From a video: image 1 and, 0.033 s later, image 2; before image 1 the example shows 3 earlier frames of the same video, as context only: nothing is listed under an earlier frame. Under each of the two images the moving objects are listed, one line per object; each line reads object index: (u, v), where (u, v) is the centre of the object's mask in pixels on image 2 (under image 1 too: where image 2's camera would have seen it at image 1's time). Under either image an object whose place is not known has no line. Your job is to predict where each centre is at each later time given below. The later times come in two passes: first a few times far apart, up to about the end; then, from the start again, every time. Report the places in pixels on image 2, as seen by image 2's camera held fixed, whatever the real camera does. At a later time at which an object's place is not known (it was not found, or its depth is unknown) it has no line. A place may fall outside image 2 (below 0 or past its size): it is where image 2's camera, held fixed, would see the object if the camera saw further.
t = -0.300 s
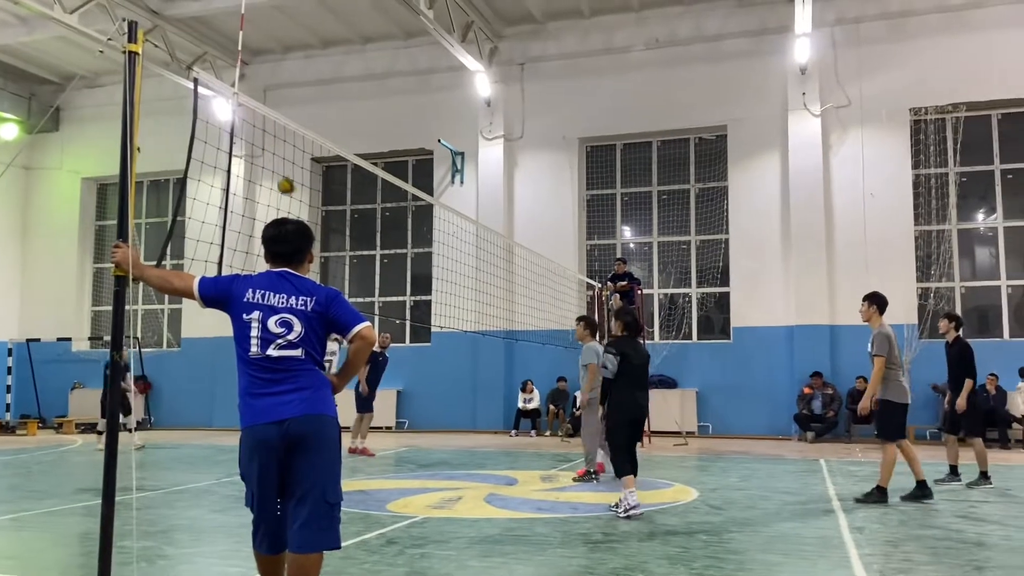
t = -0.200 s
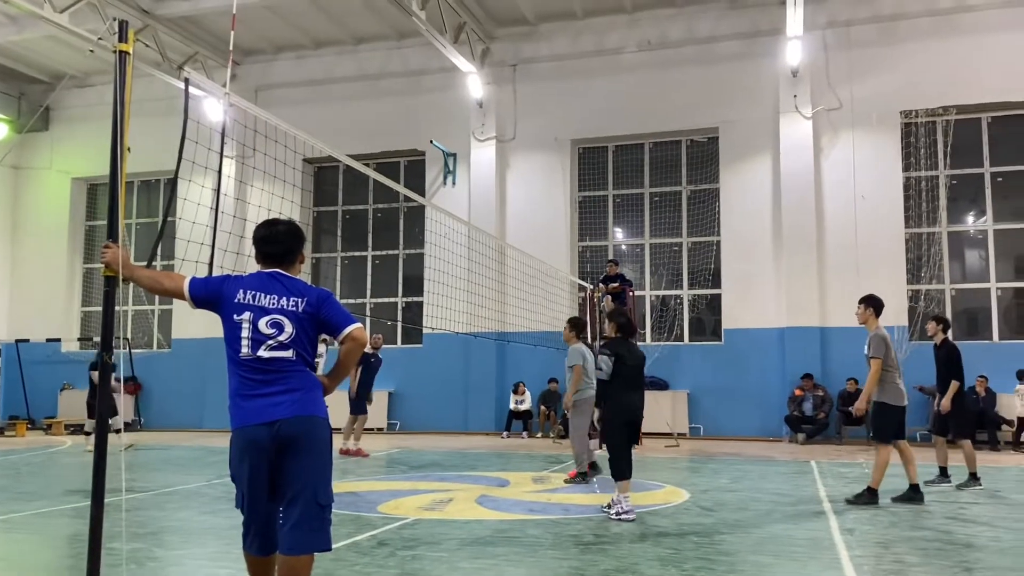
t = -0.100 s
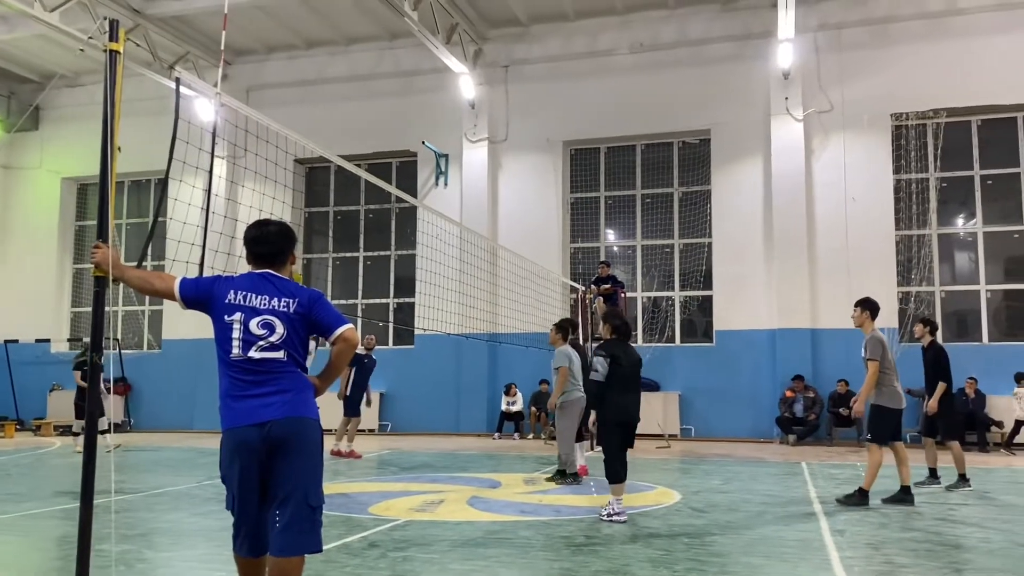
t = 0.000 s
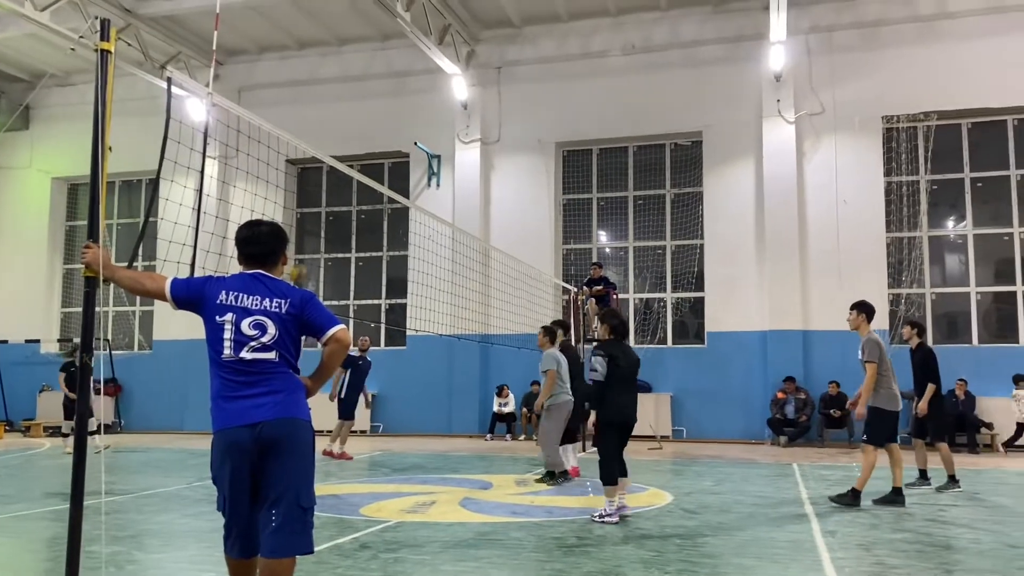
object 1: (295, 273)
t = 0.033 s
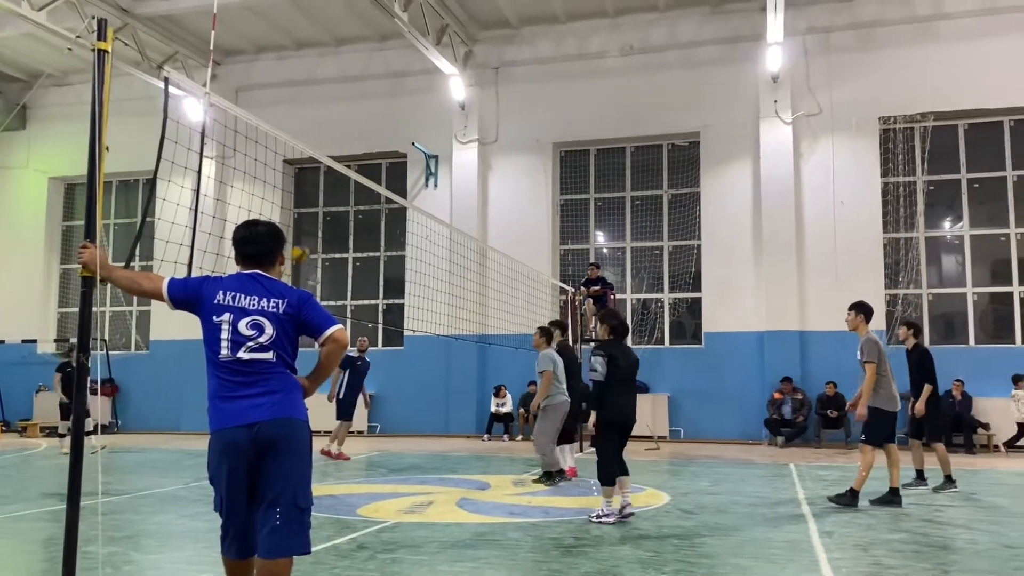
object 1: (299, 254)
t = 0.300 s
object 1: (343, 142)
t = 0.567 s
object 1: (380, 98)
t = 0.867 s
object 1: (414, 114)
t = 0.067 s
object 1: (304, 237)
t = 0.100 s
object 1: (311, 220)
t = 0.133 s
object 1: (317, 203)
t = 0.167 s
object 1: (322, 189)
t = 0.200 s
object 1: (328, 175)
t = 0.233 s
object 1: (337, 158)
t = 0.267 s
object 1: (338, 152)
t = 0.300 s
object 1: (343, 142)
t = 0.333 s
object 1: (348, 133)
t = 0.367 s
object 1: (353, 126)
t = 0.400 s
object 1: (357, 119)
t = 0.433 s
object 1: (362, 112)
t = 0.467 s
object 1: (366, 107)
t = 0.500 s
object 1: (371, 103)
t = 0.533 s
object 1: (375, 100)
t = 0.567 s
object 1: (380, 98)
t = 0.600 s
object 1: (383, 97)
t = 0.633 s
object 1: (388, 96)
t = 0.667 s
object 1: (391, 96)
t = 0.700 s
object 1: (395, 97)
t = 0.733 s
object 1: (399, 99)
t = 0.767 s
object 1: (403, 102)
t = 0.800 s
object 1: (407, 105)
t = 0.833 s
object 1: (411, 110)
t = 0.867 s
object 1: (414, 114)
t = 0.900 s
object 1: (418, 121)
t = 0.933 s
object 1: (421, 127)
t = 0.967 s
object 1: (425, 134)
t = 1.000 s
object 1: (429, 143)
